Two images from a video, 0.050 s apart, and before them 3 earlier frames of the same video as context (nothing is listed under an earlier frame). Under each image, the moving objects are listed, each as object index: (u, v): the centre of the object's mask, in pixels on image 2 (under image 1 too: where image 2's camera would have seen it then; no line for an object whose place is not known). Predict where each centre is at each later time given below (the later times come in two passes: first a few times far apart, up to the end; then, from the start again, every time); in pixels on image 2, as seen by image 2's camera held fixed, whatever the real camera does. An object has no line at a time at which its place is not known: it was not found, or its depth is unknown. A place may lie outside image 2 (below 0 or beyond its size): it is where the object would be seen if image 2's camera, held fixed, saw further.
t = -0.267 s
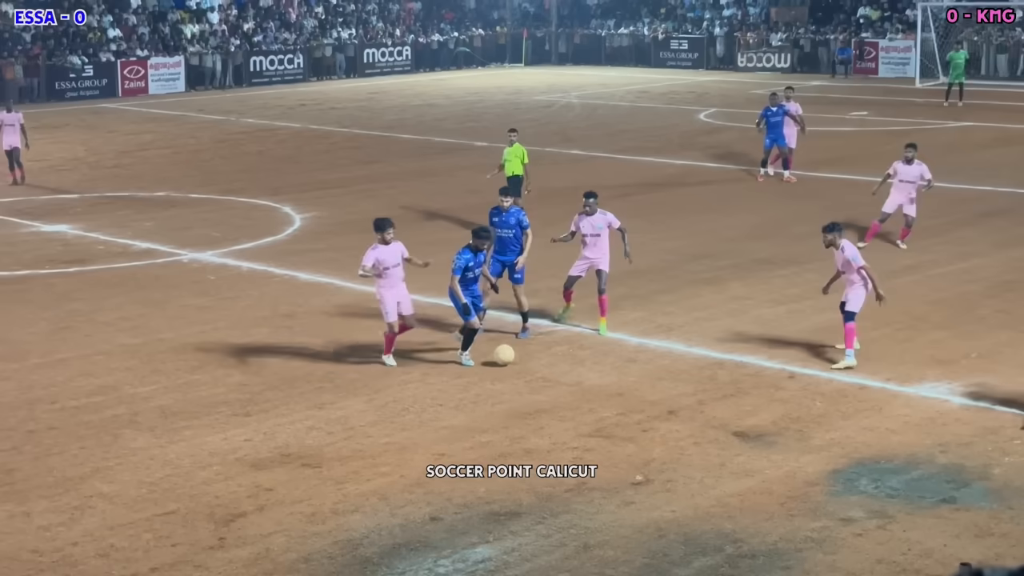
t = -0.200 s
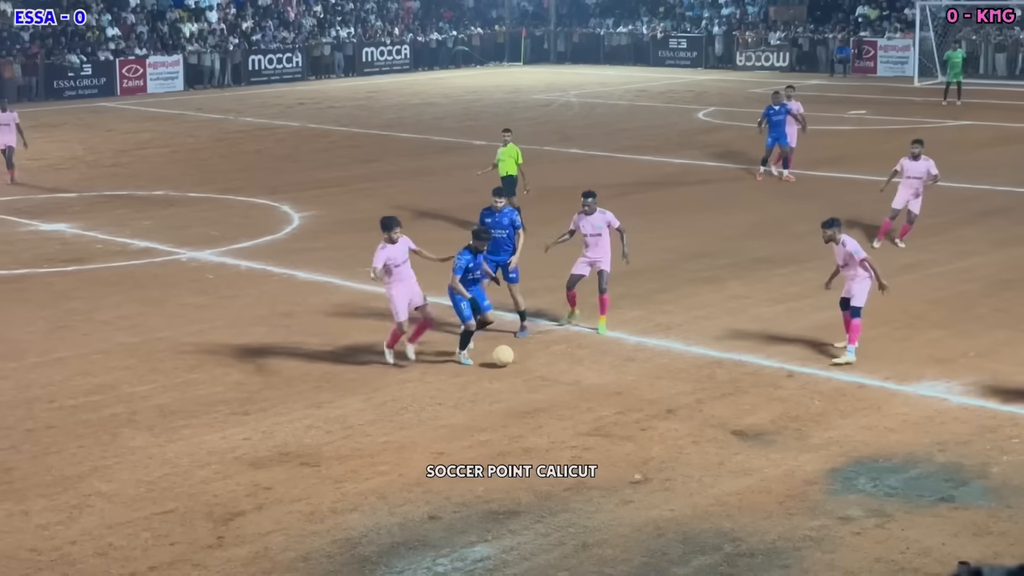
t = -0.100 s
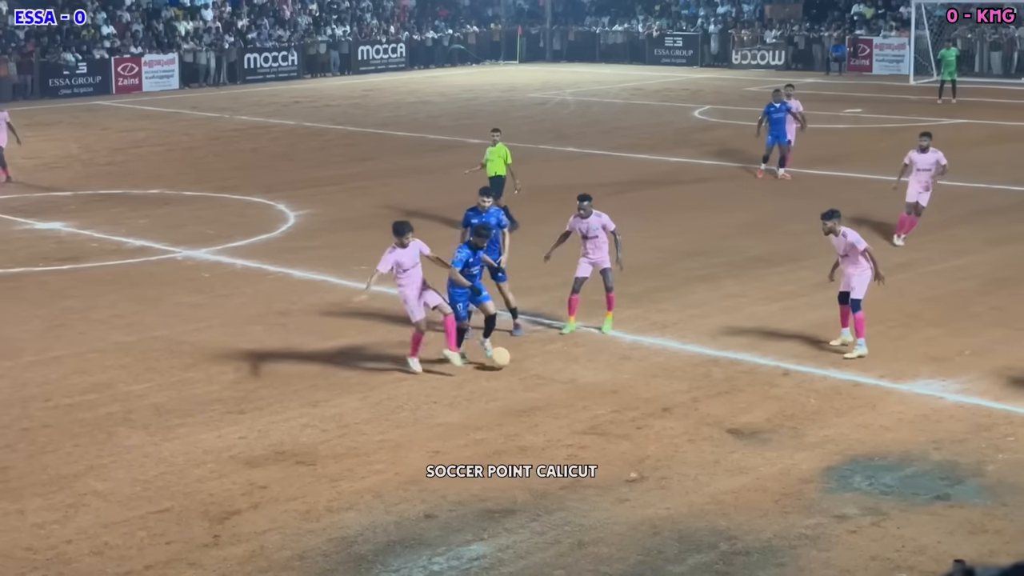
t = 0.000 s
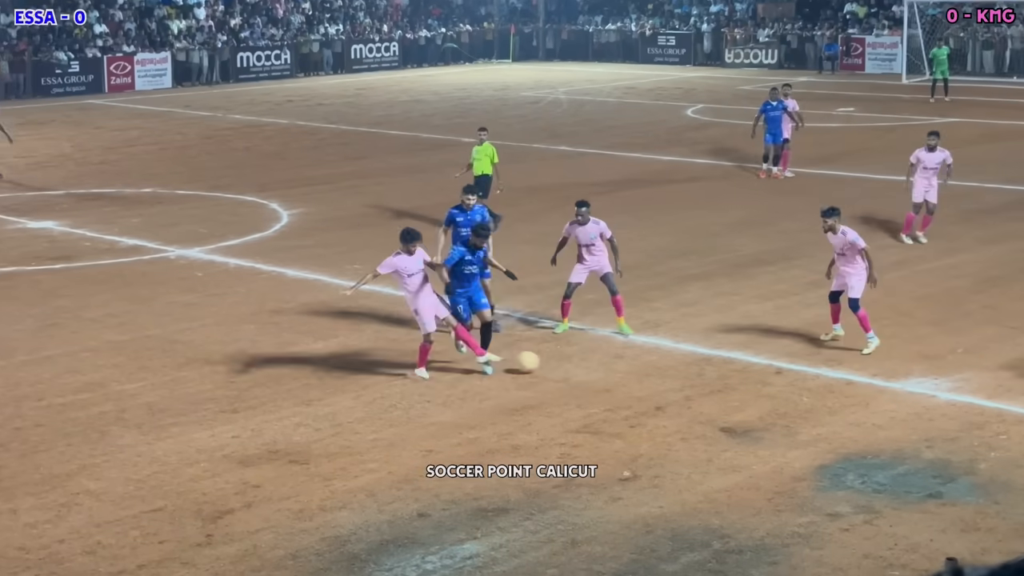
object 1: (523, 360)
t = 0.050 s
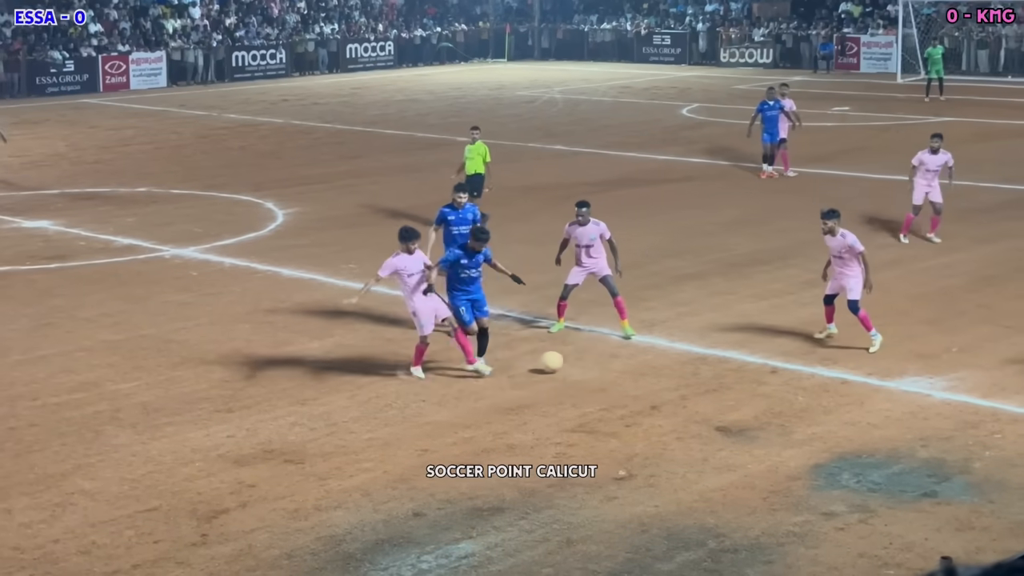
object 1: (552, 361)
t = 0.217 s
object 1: (640, 361)
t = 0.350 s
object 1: (702, 361)
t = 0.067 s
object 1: (561, 361)
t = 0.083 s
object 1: (570, 361)
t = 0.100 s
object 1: (579, 361)
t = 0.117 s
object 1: (588, 361)
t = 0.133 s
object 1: (597, 362)
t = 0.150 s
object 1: (606, 362)
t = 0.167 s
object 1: (615, 363)
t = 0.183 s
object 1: (624, 362)
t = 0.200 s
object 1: (631, 361)
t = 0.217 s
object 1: (640, 361)
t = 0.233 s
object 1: (648, 360)
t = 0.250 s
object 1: (656, 360)
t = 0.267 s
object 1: (664, 361)
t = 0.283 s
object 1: (672, 361)
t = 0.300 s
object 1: (680, 362)
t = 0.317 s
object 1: (688, 363)
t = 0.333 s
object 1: (695, 362)
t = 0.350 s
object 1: (702, 361)
